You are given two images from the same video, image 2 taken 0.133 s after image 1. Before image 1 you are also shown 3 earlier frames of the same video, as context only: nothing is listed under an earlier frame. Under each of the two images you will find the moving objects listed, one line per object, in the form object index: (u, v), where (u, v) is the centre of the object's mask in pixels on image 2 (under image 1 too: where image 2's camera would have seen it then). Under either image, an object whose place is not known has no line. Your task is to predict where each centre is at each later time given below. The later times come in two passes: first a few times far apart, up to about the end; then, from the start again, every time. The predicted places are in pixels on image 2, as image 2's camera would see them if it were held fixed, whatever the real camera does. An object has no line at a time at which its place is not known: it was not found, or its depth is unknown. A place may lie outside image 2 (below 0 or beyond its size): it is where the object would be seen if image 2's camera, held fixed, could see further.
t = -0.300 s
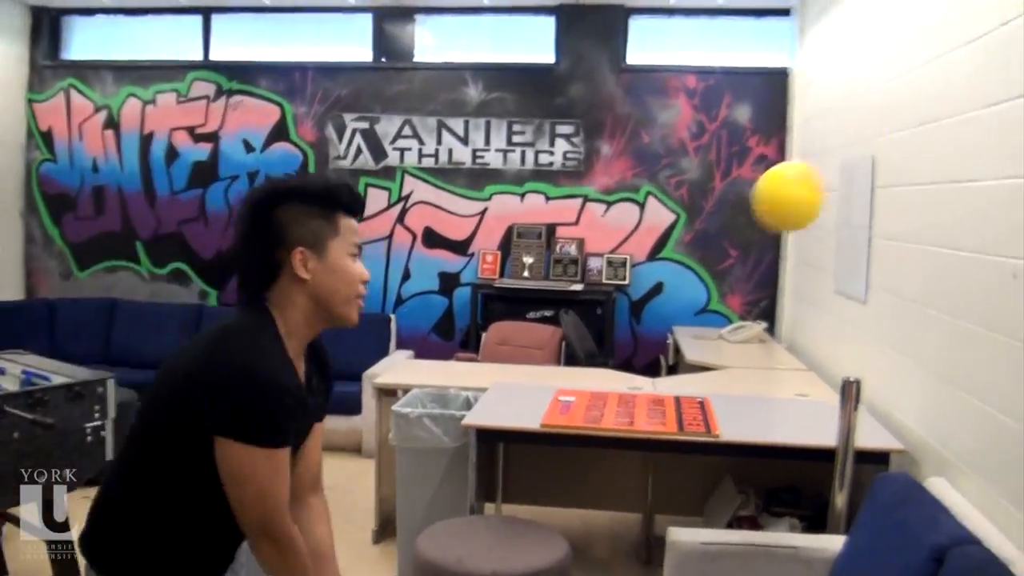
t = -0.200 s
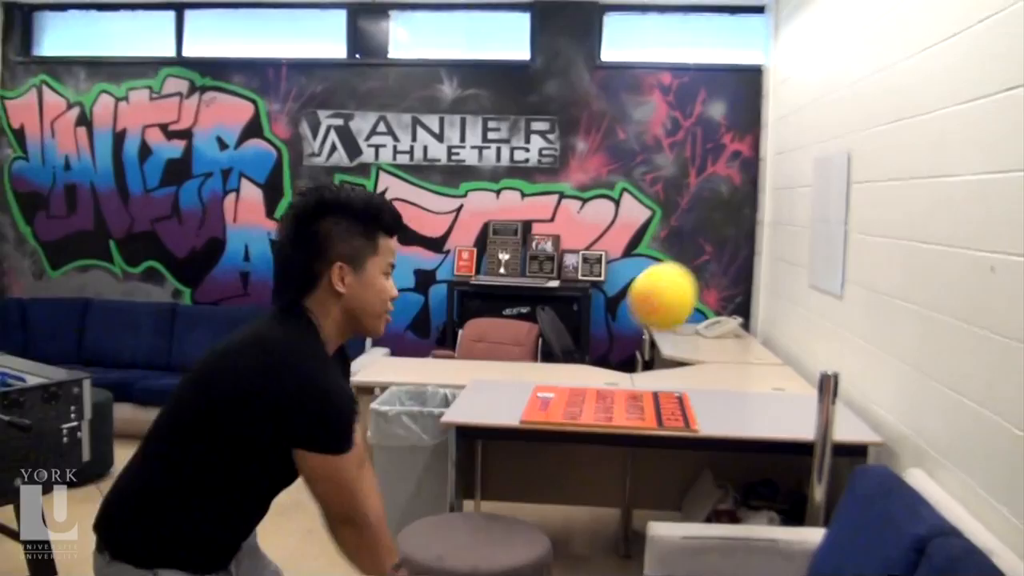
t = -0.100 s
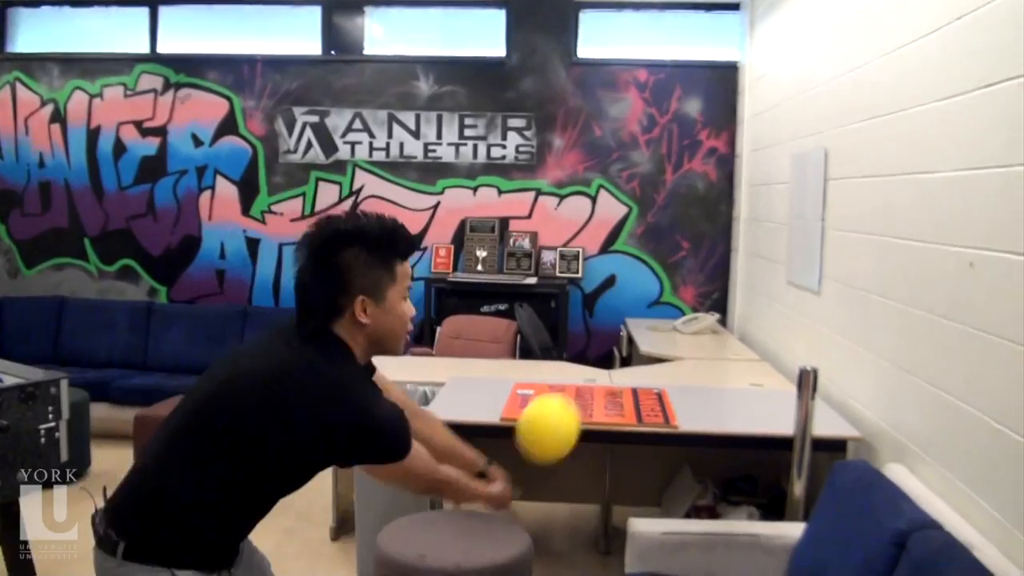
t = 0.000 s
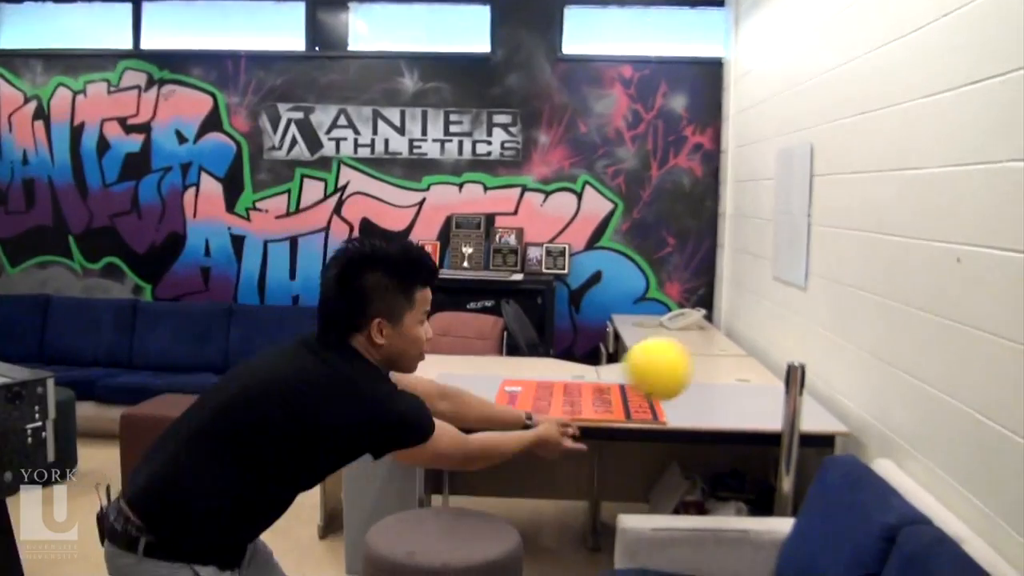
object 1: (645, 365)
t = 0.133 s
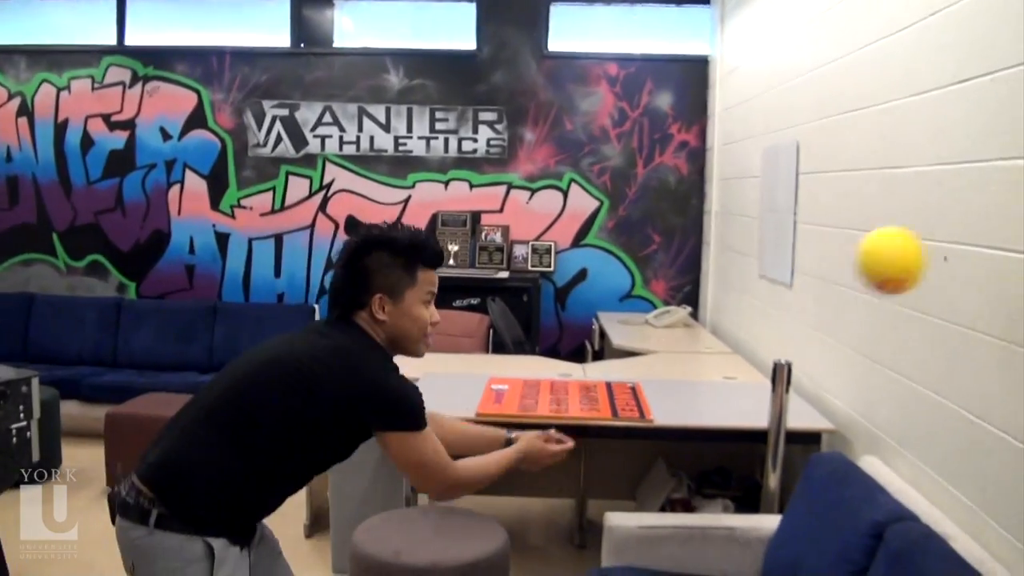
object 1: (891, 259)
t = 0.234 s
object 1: (944, 222)
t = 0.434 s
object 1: (704, 272)
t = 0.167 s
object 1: (951, 242)
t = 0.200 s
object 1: (982, 230)
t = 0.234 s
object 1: (944, 222)
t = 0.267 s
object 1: (907, 218)
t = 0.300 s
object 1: (868, 219)
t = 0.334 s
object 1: (829, 225)
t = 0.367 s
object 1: (787, 235)
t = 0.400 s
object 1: (746, 251)
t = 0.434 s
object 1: (704, 272)
